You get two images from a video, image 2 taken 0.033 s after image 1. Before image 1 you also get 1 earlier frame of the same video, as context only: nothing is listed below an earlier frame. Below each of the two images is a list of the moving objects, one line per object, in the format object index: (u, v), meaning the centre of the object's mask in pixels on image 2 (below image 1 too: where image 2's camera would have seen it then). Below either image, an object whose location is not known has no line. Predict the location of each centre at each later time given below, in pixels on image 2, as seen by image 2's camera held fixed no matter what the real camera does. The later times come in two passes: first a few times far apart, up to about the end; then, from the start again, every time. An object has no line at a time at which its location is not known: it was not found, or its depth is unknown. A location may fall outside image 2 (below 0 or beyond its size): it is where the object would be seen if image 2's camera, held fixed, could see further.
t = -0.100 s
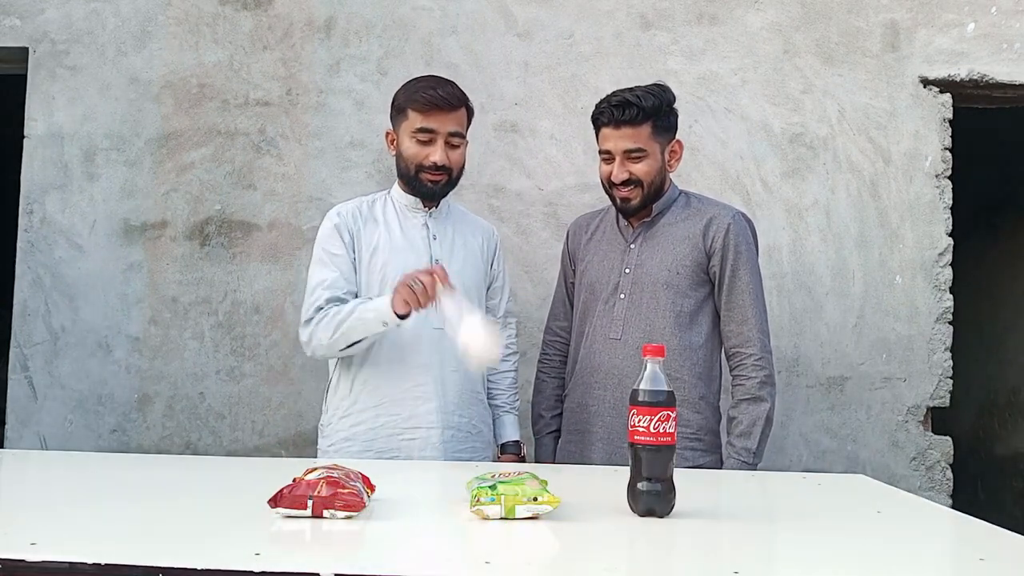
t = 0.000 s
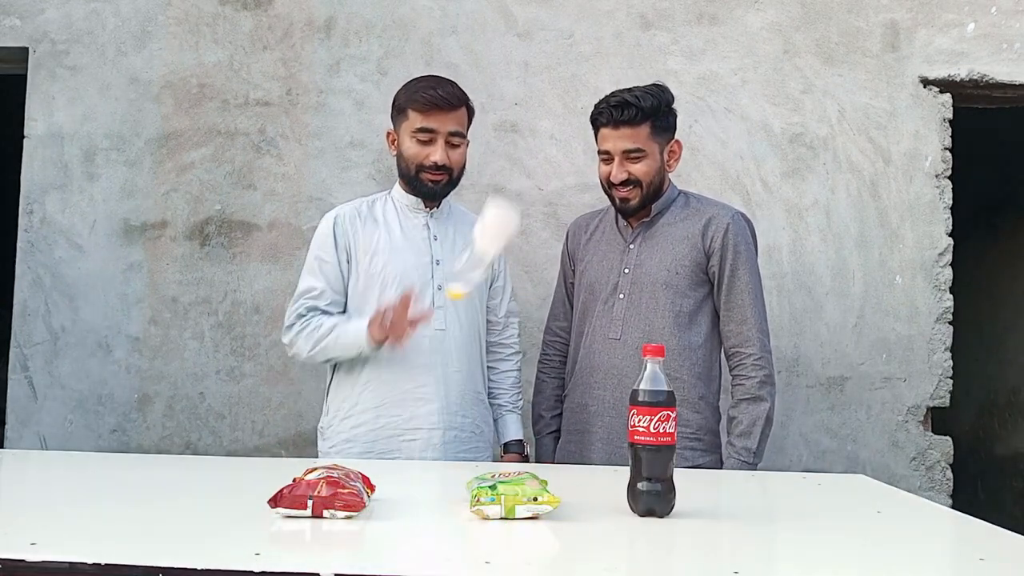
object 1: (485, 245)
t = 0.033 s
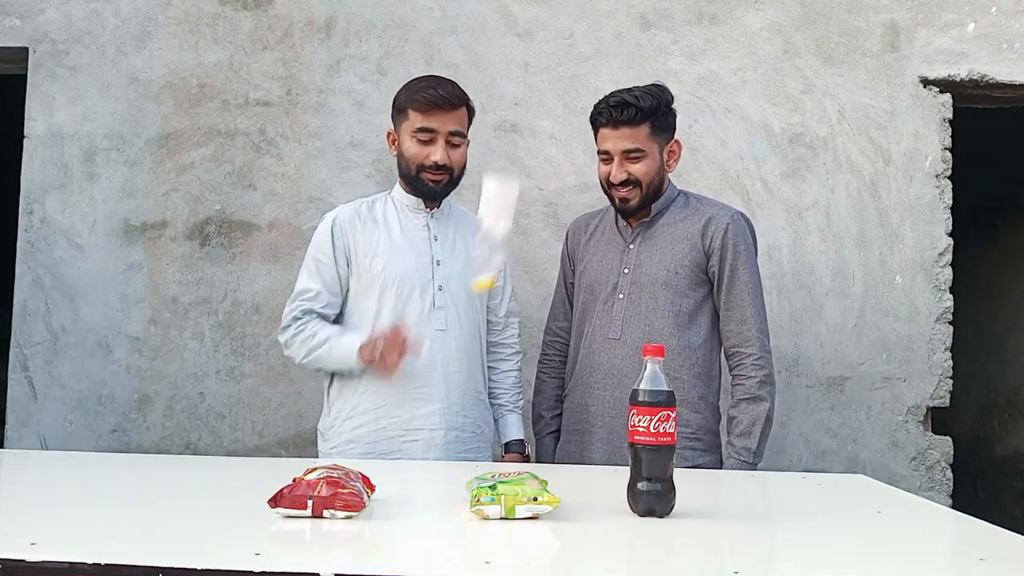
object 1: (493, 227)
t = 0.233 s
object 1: (525, 174)
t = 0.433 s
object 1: (542, 391)
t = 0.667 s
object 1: (515, 454)
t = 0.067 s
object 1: (504, 207)
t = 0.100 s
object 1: (515, 187)
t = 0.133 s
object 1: (521, 171)
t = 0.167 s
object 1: (523, 162)
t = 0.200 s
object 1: (523, 164)
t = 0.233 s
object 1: (525, 174)
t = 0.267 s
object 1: (528, 190)
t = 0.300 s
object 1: (530, 214)
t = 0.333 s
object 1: (533, 246)
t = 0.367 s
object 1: (535, 284)
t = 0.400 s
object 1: (538, 333)
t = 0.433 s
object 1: (542, 391)
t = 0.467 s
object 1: (543, 426)
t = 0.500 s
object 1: (539, 430)
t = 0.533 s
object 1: (532, 435)
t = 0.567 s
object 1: (524, 443)
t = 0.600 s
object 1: (521, 456)
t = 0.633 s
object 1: (518, 454)
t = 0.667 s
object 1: (515, 454)
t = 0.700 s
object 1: (516, 455)
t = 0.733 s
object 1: (517, 456)
